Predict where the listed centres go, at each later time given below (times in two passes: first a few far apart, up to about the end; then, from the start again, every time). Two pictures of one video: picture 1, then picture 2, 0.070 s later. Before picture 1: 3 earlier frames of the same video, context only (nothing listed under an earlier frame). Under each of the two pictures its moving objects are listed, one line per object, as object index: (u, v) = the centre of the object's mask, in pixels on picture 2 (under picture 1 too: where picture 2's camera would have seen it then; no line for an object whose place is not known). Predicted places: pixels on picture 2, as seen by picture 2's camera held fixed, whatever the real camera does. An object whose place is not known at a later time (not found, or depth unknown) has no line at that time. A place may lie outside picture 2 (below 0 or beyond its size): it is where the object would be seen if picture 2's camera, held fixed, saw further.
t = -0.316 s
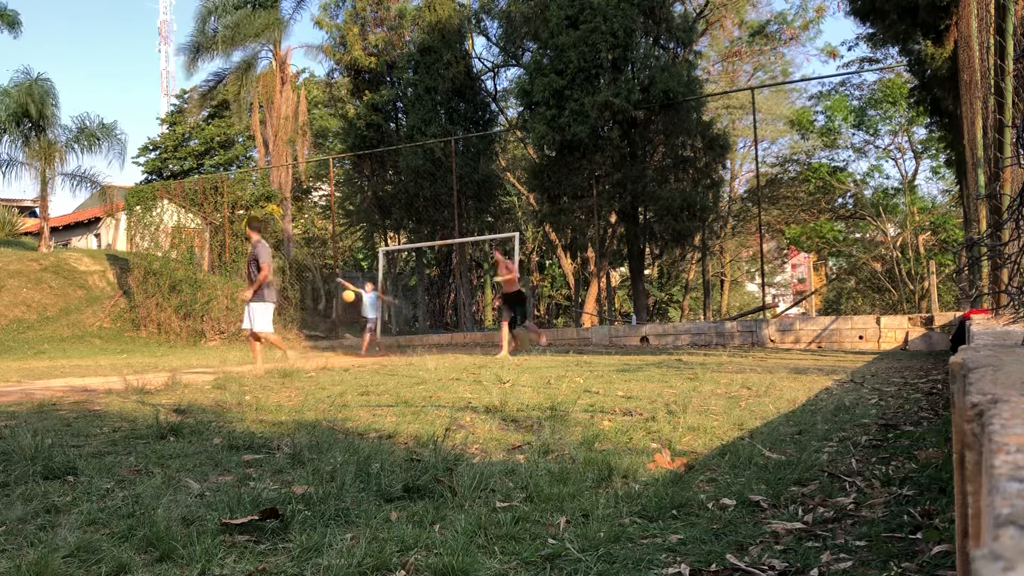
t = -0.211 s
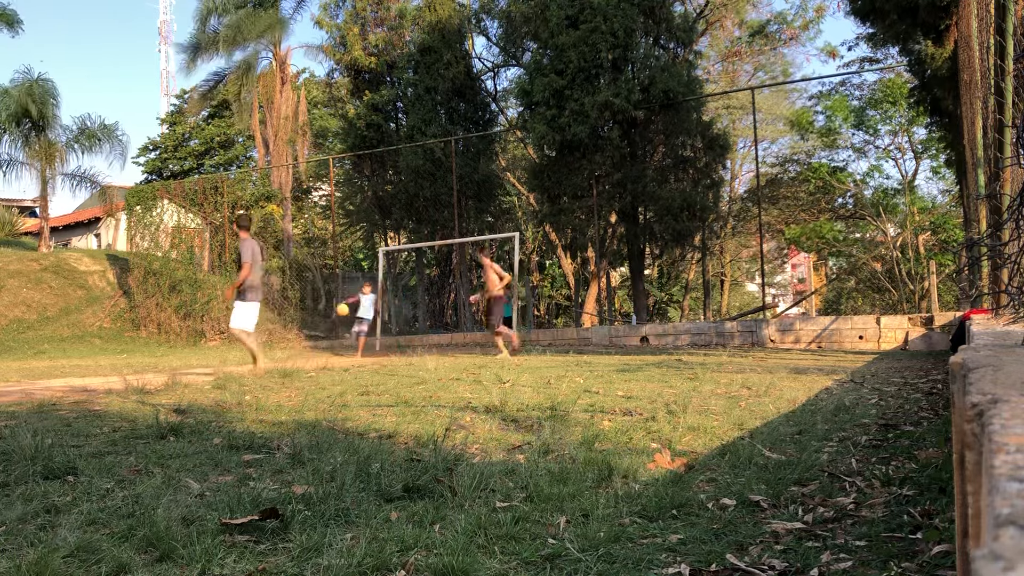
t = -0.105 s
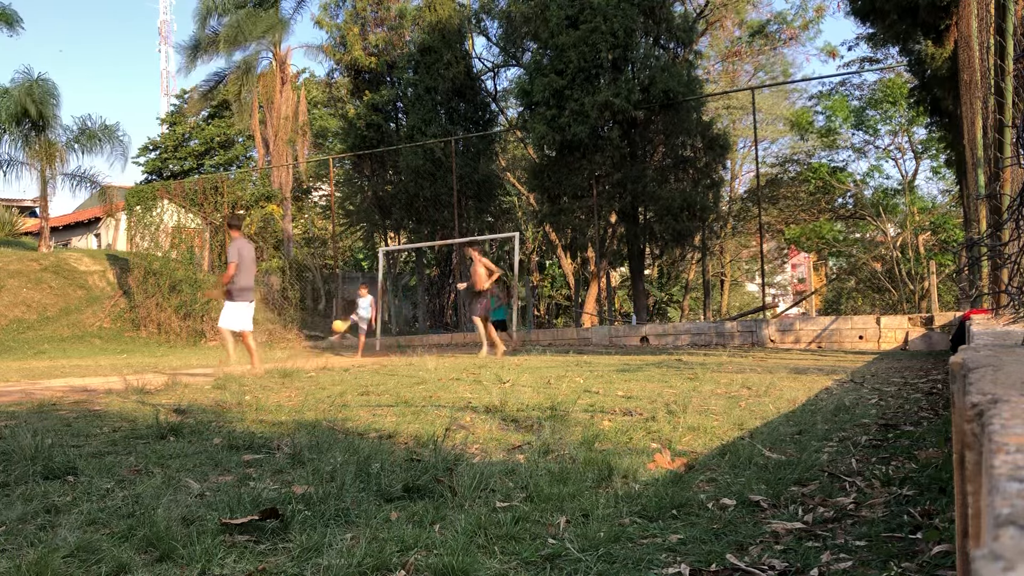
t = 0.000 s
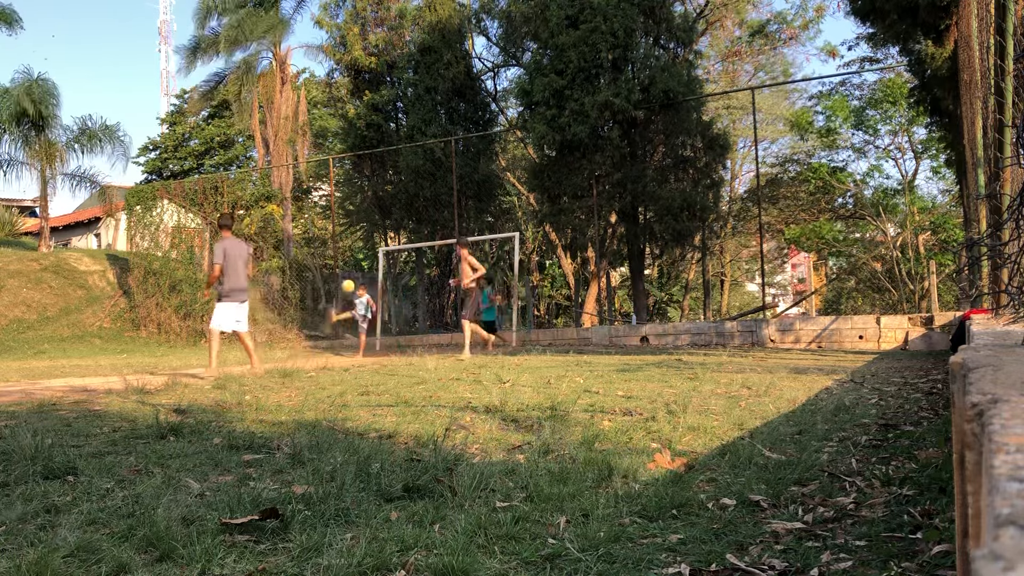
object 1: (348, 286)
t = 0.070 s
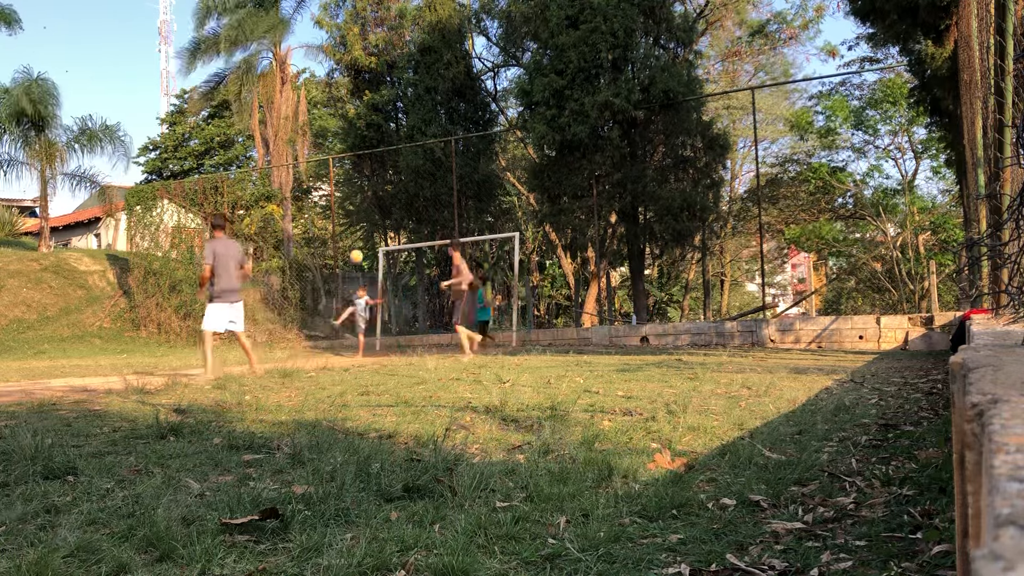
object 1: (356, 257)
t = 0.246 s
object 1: (379, 189)
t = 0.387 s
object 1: (400, 143)
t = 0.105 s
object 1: (360, 242)
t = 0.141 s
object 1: (365, 228)
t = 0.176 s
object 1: (369, 215)
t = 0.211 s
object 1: (374, 202)
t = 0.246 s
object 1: (379, 189)
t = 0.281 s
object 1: (384, 177)
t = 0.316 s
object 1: (389, 166)
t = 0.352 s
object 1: (394, 154)
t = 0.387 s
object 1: (400, 143)
